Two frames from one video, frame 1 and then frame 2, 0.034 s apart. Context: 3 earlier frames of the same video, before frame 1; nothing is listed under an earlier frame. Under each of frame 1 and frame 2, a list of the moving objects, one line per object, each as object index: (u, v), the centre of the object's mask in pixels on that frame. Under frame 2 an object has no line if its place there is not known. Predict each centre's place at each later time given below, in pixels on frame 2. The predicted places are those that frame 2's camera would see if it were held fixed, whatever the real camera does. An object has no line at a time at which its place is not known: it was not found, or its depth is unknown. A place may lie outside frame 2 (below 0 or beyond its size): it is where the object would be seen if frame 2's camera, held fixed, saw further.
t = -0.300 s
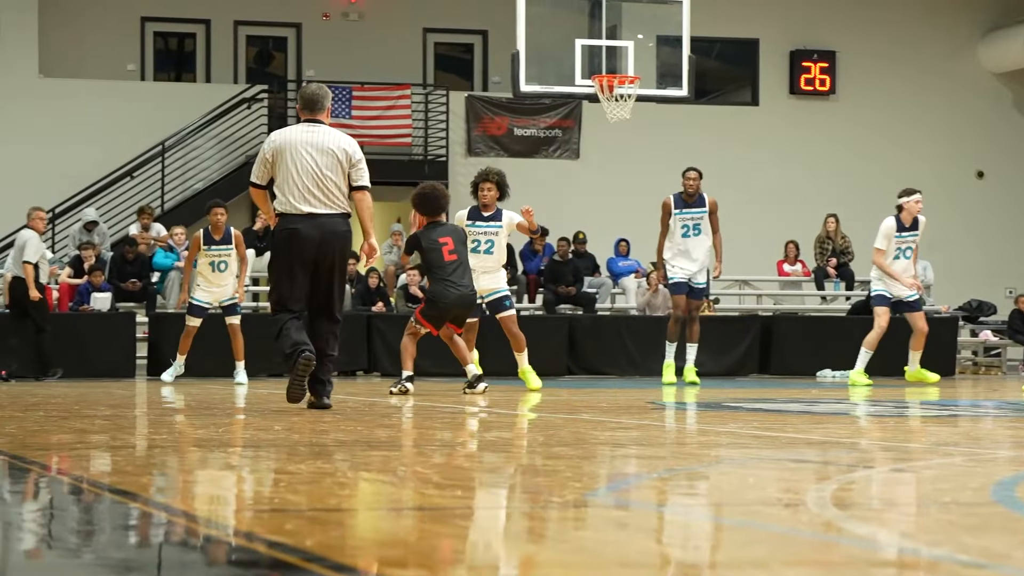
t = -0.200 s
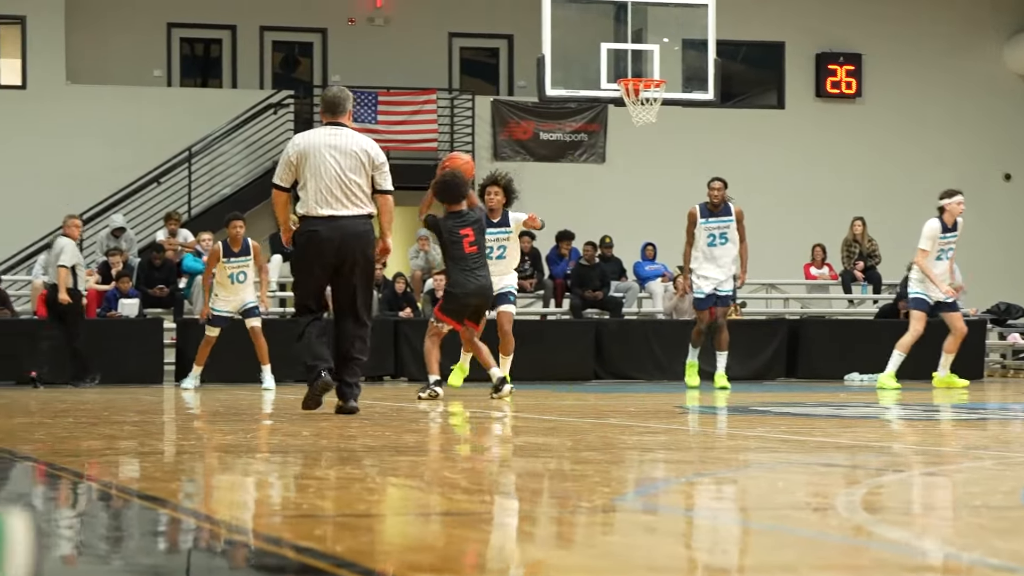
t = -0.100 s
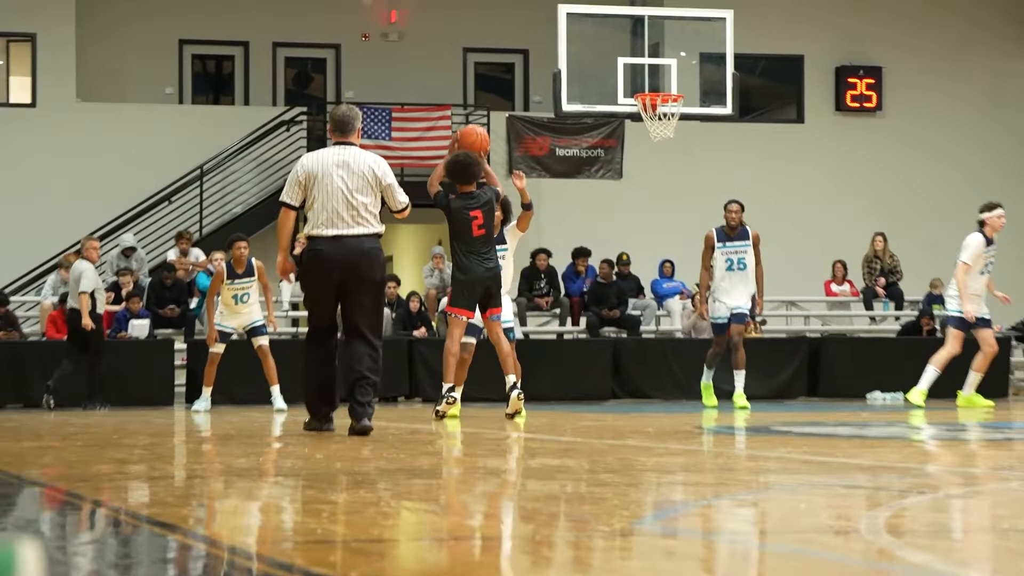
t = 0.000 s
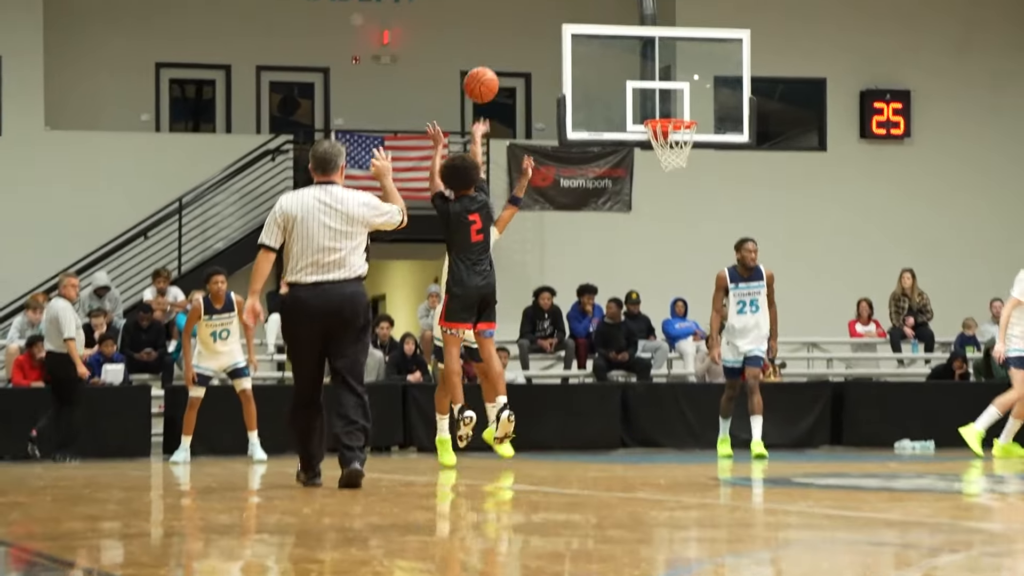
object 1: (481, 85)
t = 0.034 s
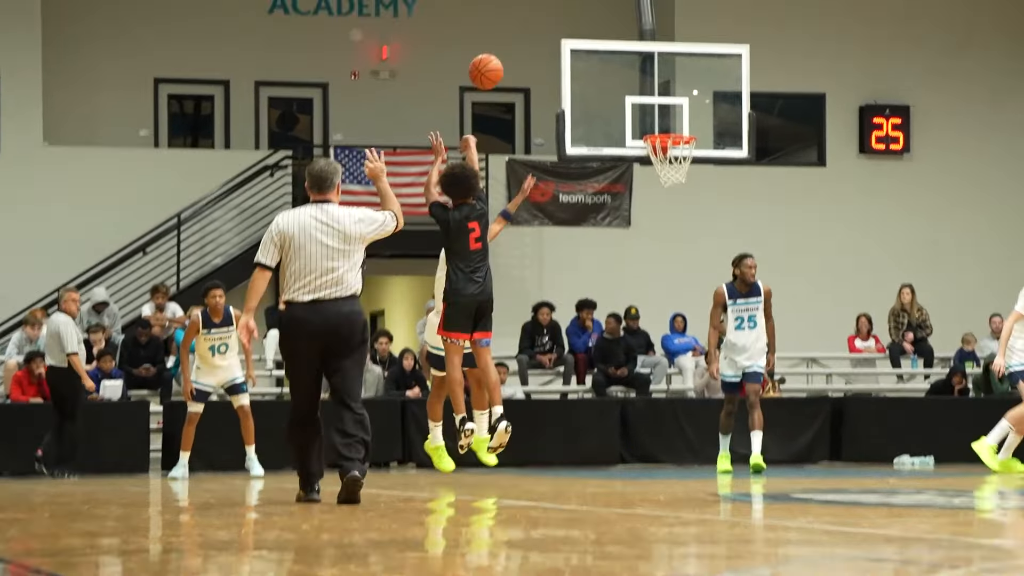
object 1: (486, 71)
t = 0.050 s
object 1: (489, 55)
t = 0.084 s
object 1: (496, 23)
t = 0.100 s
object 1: (500, 11)
